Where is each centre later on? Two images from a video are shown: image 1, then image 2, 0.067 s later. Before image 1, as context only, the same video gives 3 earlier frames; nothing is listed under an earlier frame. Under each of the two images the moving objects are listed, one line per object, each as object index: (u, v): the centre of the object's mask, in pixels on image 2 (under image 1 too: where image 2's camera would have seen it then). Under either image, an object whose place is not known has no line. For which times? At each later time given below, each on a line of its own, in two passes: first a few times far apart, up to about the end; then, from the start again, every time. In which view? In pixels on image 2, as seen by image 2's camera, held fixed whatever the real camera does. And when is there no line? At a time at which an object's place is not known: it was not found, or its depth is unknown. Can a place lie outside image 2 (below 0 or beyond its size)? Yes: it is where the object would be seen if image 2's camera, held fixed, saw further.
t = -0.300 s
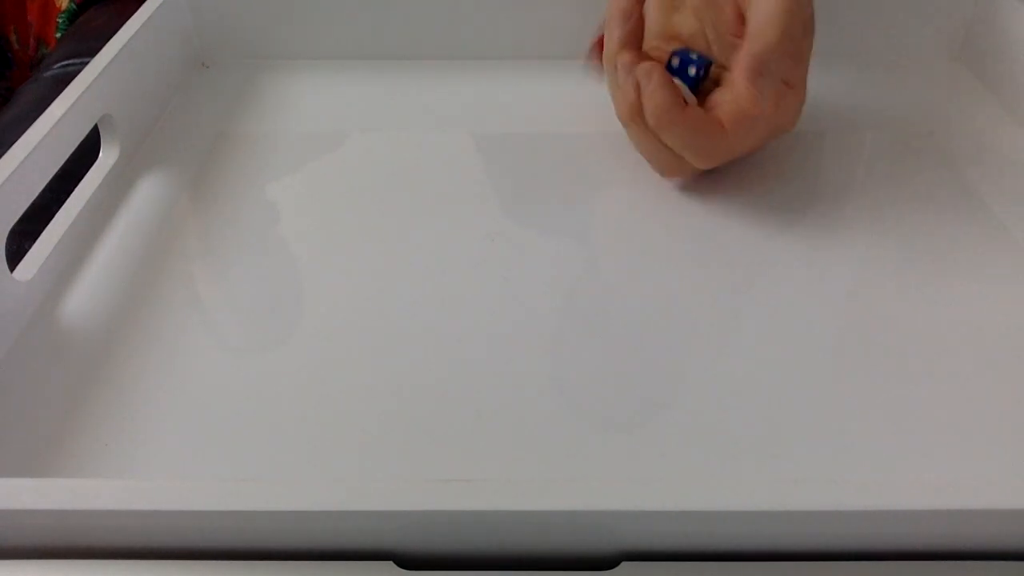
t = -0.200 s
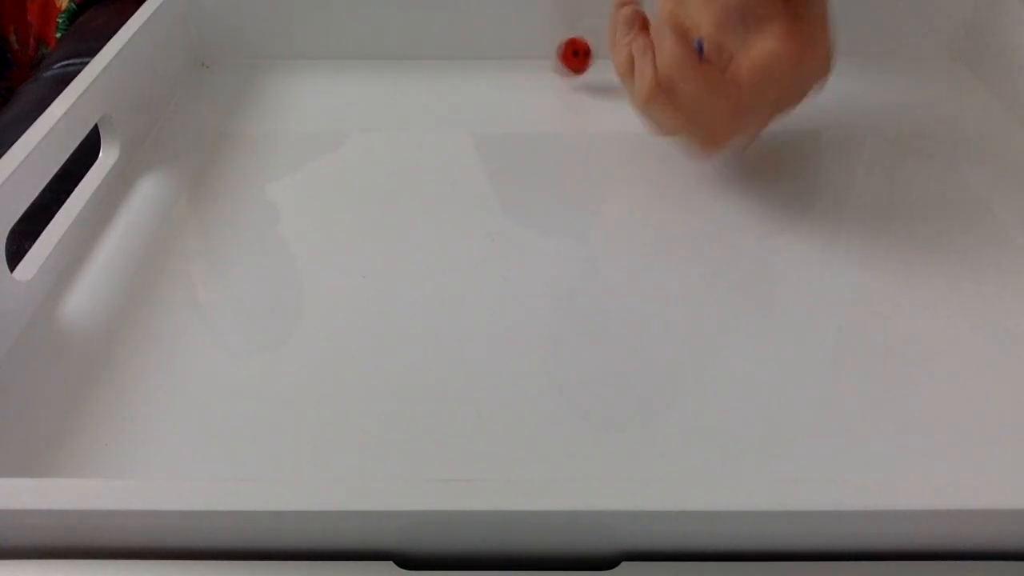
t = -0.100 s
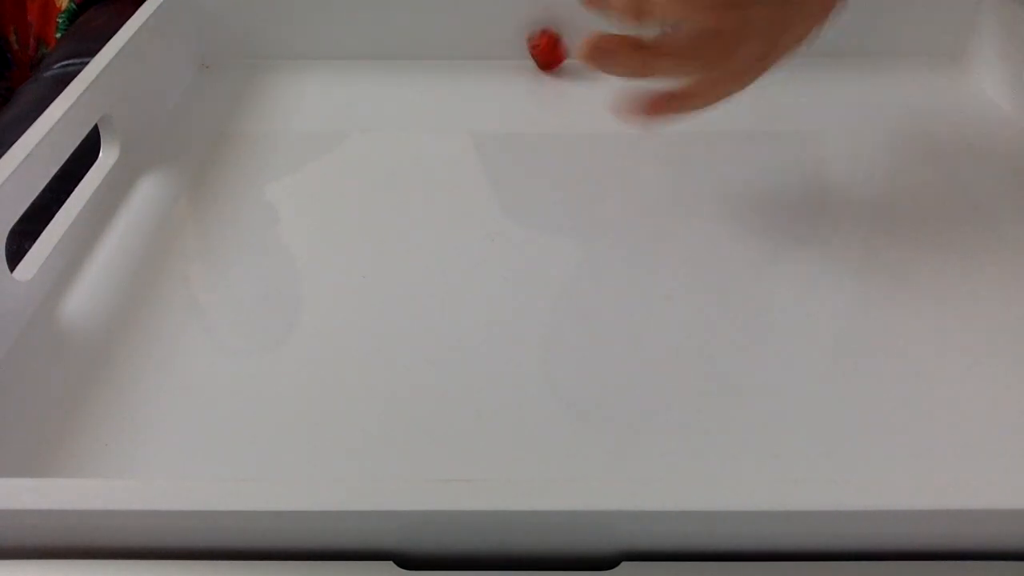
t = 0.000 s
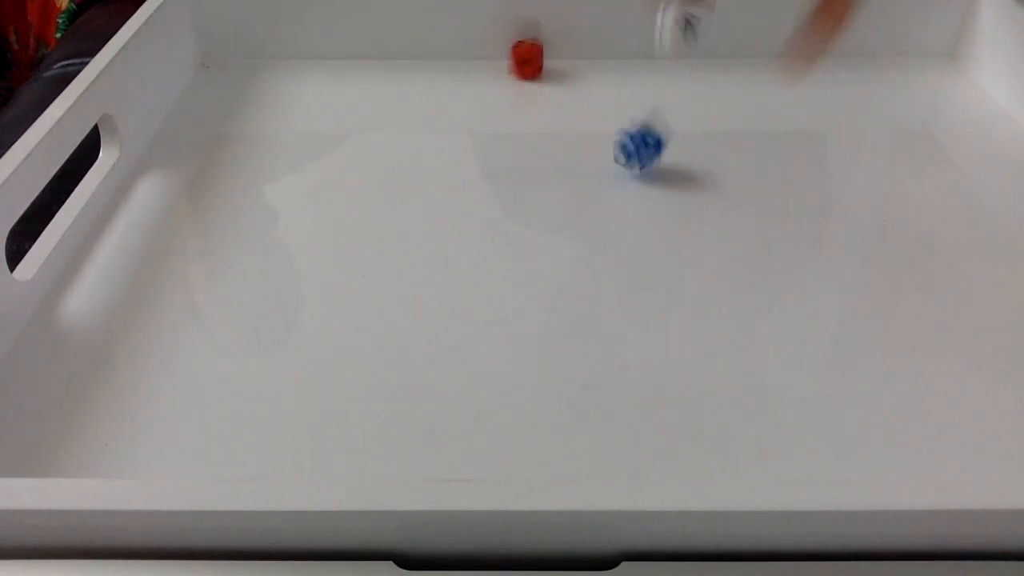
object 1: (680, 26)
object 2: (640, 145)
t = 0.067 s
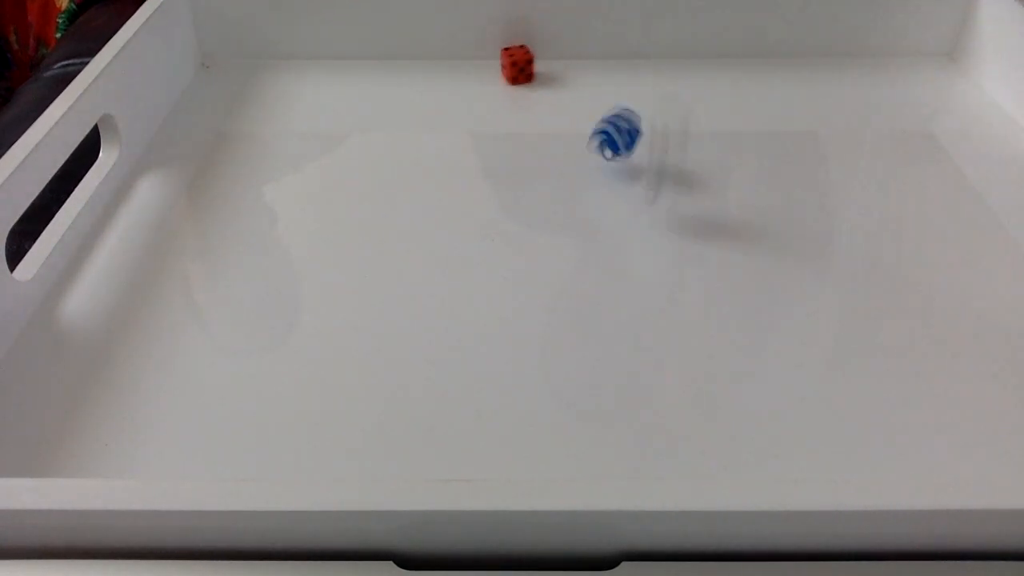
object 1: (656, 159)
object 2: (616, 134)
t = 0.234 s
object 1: (628, 214)
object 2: (553, 135)
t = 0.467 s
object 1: (560, 237)
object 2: (520, 130)
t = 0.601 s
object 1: (556, 238)
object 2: (520, 130)
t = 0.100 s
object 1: (653, 192)
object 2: (608, 145)
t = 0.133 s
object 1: (648, 202)
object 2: (594, 142)
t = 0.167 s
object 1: (642, 200)
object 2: (578, 133)
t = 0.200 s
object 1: (633, 200)
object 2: (568, 141)
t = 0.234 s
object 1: (628, 214)
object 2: (553, 135)
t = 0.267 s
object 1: (616, 215)
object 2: (542, 135)
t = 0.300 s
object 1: (607, 217)
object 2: (533, 133)
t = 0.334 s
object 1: (595, 226)
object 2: (526, 132)
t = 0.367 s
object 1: (585, 229)
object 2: (522, 132)
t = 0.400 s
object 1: (575, 234)
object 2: (521, 131)
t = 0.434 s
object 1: (566, 237)
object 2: (520, 130)
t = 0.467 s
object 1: (560, 237)
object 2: (520, 130)
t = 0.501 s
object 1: (556, 238)
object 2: (520, 130)
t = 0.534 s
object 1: (556, 237)
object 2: (520, 130)
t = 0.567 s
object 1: (556, 238)
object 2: (520, 130)
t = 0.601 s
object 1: (556, 238)
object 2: (520, 130)
